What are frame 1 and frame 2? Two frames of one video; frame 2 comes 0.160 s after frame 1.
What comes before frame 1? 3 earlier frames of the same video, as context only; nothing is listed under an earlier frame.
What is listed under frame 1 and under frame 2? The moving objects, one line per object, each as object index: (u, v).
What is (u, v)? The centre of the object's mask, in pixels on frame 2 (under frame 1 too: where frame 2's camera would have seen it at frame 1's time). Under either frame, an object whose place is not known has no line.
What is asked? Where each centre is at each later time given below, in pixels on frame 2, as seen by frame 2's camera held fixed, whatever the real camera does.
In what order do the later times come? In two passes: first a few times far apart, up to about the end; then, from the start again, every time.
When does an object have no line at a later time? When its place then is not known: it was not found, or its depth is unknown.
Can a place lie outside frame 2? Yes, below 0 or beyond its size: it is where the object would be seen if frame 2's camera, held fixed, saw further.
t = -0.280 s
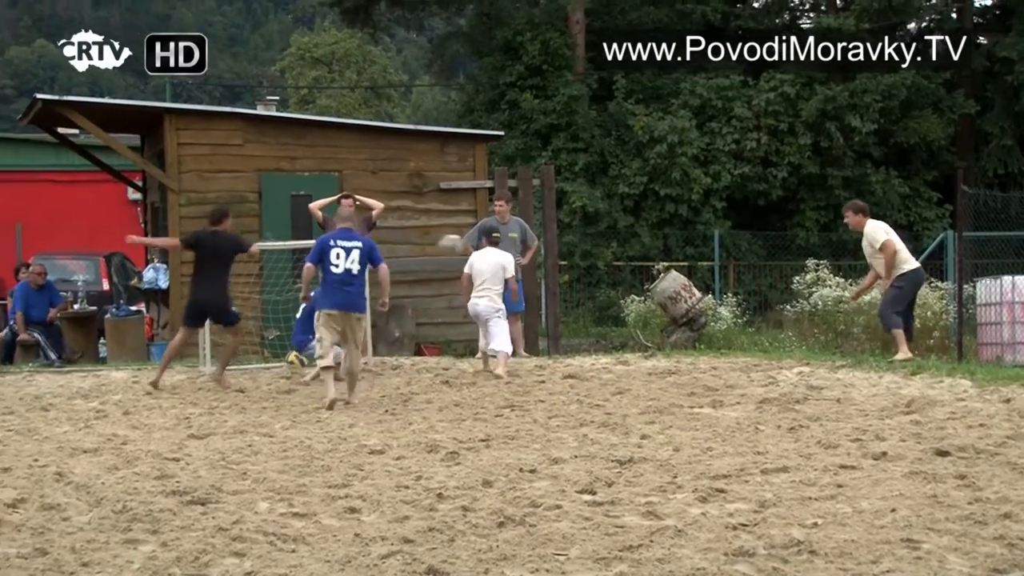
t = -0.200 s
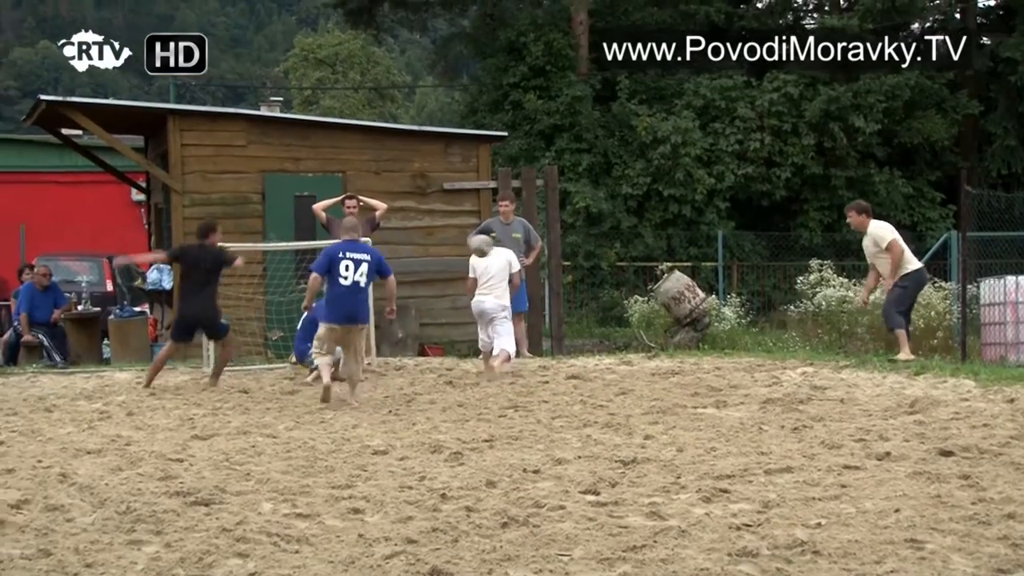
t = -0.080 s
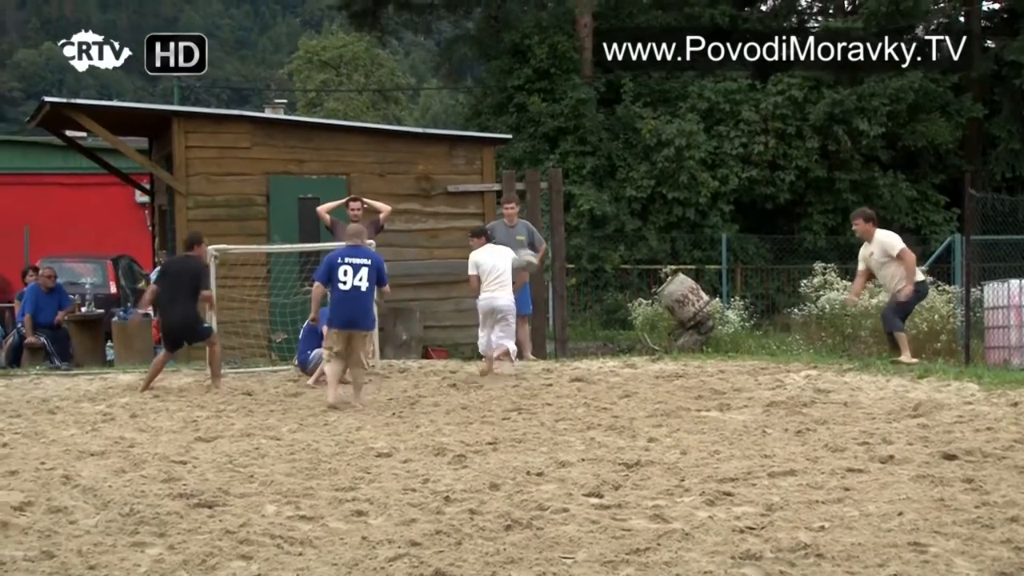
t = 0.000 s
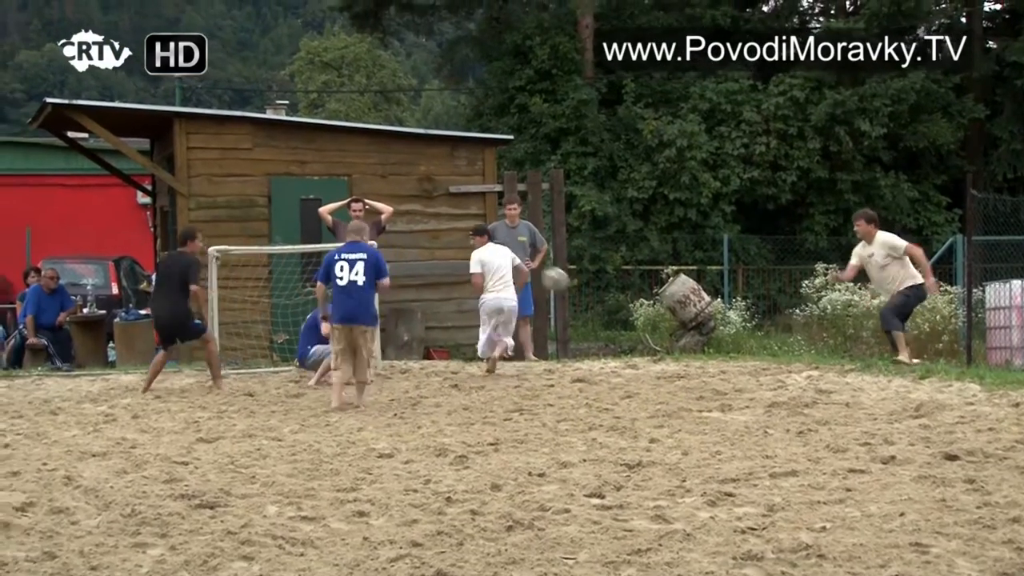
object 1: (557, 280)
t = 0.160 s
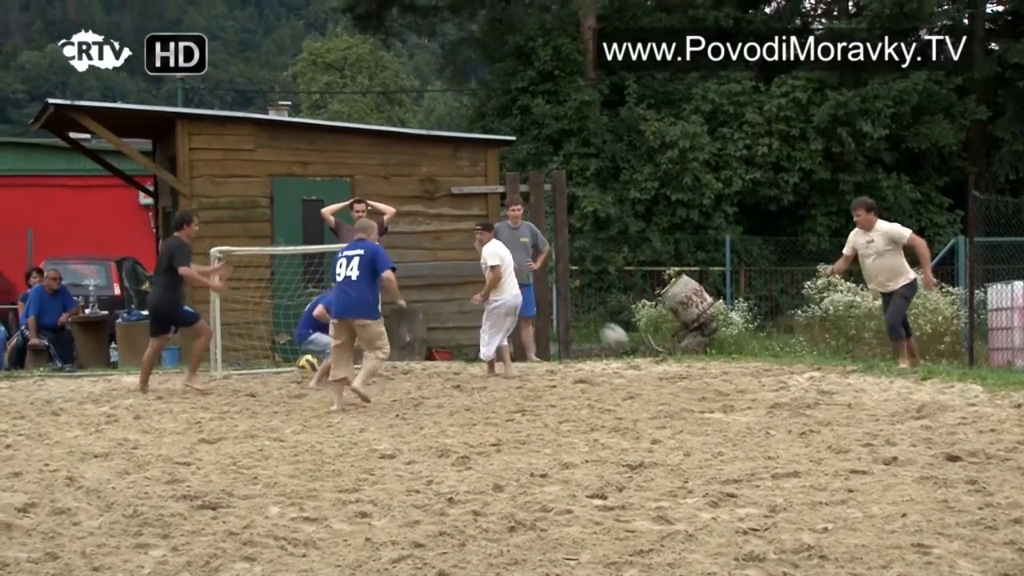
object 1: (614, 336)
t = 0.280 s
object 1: (655, 382)
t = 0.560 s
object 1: (714, 377)
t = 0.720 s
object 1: (732, 383)
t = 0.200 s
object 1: (627, 356)
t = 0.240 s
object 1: (642, 381)
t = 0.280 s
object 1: (655, 382)
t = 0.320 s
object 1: (664, 380)
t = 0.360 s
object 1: (675, 379)
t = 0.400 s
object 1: (686, 379)
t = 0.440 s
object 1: (695, 382)
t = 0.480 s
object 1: (704, 382)
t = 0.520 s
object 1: (708, 379)
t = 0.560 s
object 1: (714, 377)
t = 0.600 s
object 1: (717, 377)
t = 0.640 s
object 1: (722, 380)
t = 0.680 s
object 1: (728, 383)
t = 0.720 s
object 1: (732, 383)
